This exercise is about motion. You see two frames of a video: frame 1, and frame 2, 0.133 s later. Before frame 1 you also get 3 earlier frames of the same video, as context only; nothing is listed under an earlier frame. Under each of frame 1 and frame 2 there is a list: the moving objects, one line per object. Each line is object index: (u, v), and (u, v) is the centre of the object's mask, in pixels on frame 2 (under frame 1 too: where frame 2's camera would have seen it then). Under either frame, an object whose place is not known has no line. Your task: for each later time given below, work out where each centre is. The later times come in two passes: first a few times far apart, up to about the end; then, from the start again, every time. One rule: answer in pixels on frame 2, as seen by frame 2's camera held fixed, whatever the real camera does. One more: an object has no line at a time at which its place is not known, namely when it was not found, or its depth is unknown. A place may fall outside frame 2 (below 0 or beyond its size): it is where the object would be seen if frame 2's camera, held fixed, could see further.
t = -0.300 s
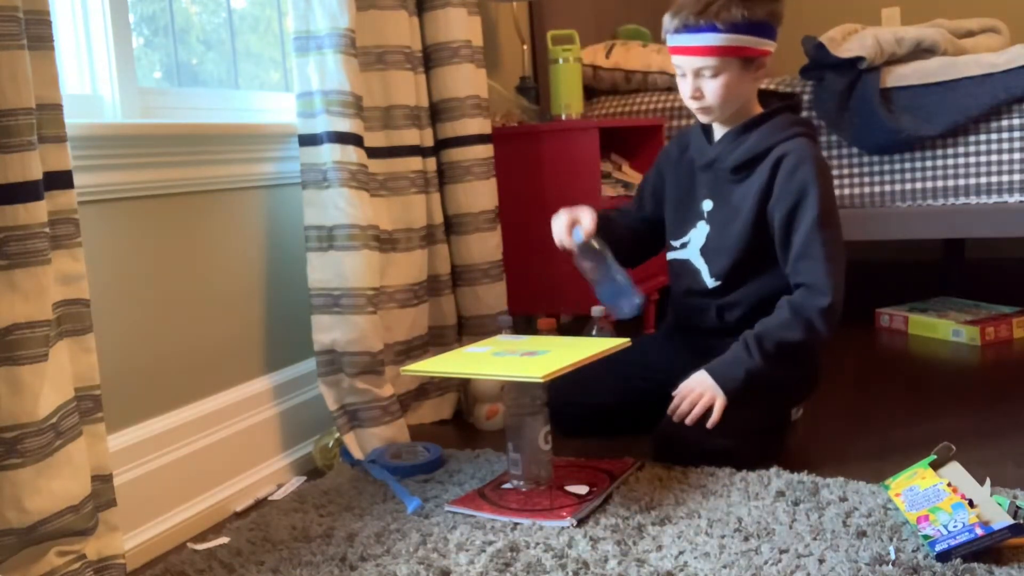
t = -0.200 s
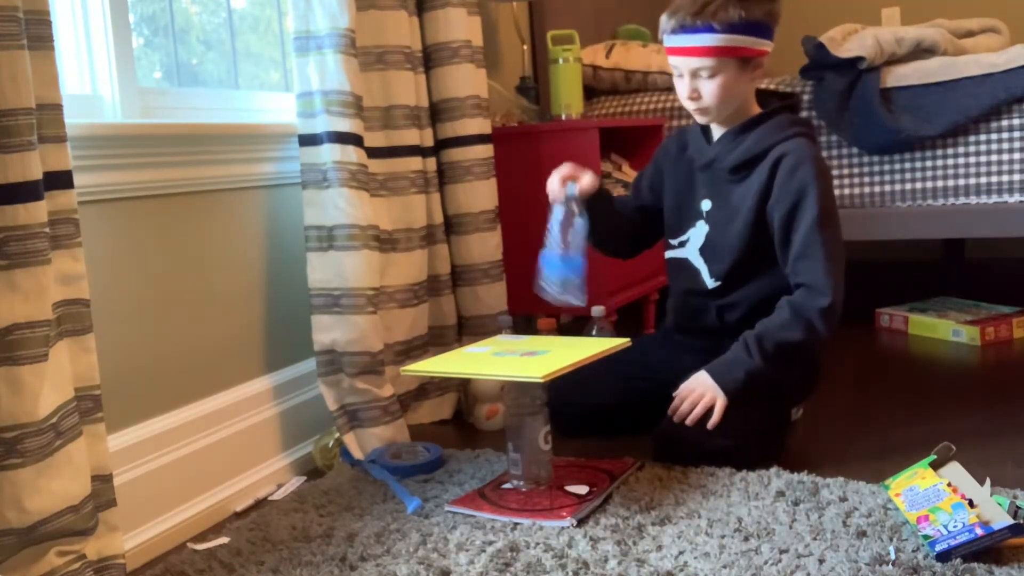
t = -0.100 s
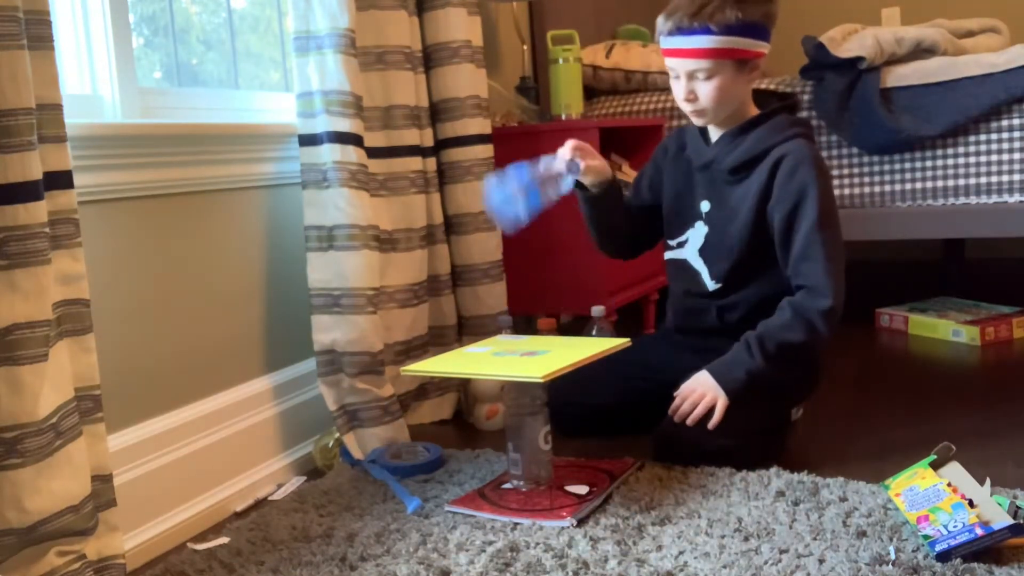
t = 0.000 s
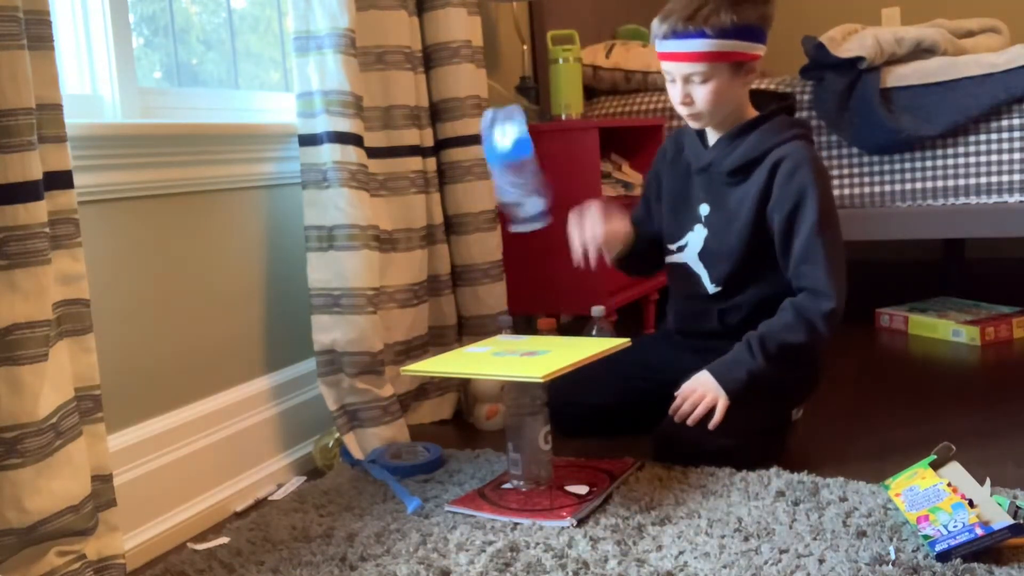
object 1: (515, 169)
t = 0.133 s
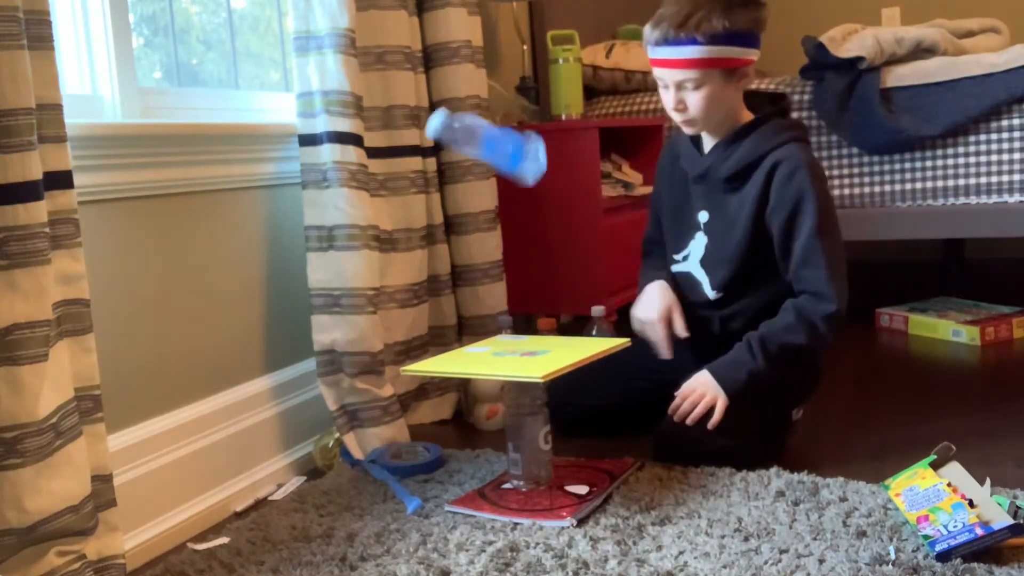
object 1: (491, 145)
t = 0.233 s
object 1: (515, 220)
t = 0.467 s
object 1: (530, 294)
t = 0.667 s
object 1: (519, 296)
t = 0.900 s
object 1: (525, 296)
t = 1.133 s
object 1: (522, 296)
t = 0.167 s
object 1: (499, 160)
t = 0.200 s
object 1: (508, 186)
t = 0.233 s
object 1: (515, 220)
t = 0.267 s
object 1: (522, 263)
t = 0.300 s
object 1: (529, 296)
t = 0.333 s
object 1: (531, 294)
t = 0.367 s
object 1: (532, 295)
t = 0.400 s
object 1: (533, 295)
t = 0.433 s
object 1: (533, 295)
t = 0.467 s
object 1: (530, 294)
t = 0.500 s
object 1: (528, 295)
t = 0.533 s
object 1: (525, 295)
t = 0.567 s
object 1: (523, 295)
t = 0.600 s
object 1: (521, 296)
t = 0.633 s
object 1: (520, 296)
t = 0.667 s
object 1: (519, 296)
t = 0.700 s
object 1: (518, 297)
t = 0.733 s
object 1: (518, 297)
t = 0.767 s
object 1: (519, 297)
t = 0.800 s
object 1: (520, 297)
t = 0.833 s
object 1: (522, 296)
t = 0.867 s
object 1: (524, 296)
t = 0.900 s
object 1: (525, 296)
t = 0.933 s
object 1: (524, 296)
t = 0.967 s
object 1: (524, 296)
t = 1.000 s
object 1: (524, 296)
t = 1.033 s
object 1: (523, 296)
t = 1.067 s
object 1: (523, 296)
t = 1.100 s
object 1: (522, 296)
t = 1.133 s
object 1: (522, 296)
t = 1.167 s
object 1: (522, 296)
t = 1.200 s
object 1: (522, 297)
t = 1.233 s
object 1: (522, 297)
